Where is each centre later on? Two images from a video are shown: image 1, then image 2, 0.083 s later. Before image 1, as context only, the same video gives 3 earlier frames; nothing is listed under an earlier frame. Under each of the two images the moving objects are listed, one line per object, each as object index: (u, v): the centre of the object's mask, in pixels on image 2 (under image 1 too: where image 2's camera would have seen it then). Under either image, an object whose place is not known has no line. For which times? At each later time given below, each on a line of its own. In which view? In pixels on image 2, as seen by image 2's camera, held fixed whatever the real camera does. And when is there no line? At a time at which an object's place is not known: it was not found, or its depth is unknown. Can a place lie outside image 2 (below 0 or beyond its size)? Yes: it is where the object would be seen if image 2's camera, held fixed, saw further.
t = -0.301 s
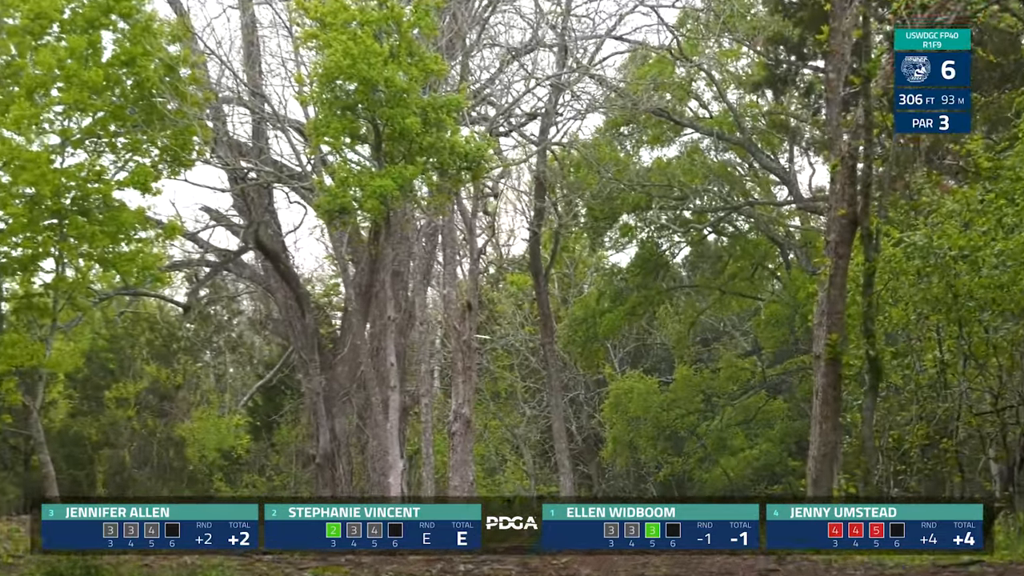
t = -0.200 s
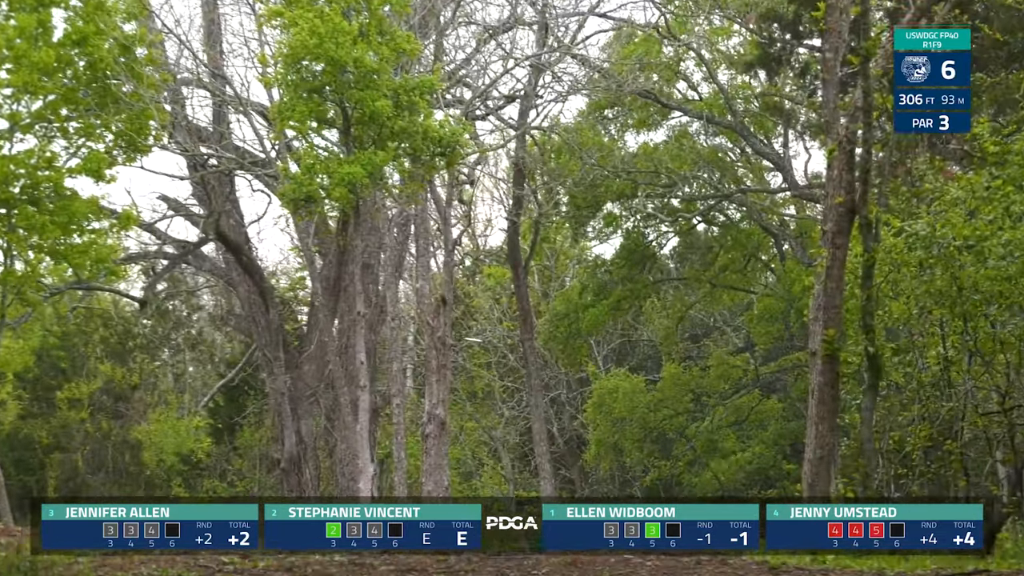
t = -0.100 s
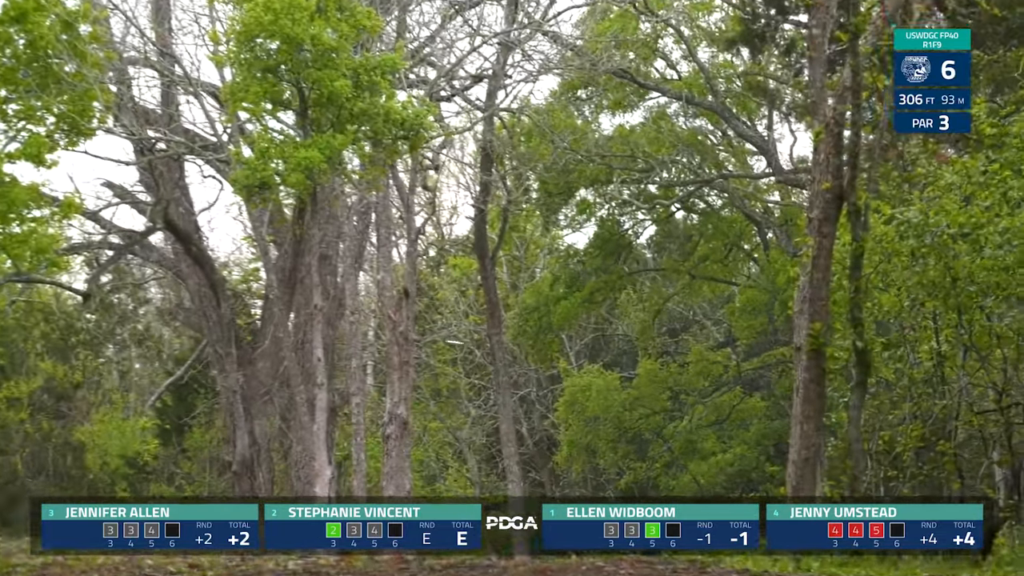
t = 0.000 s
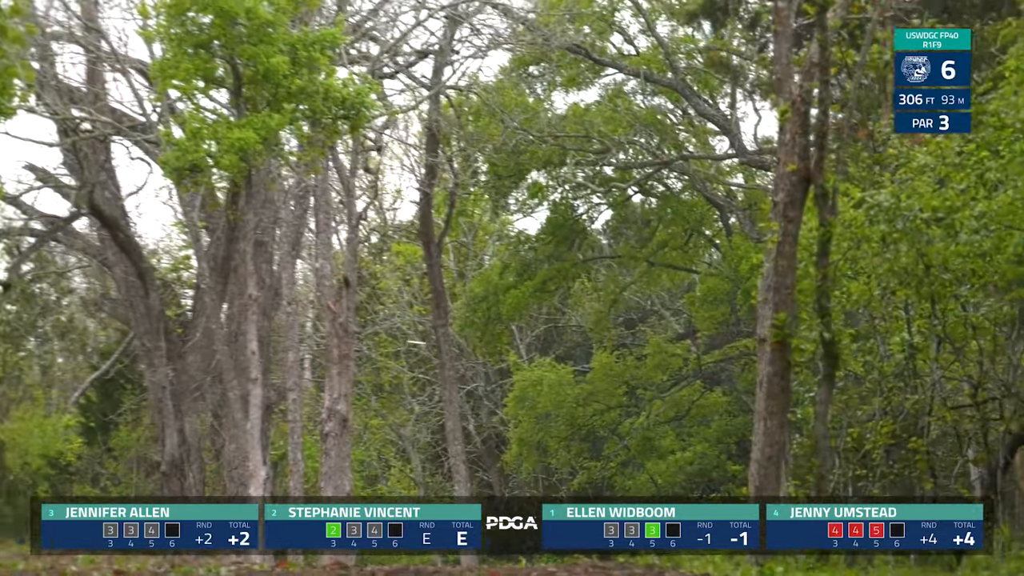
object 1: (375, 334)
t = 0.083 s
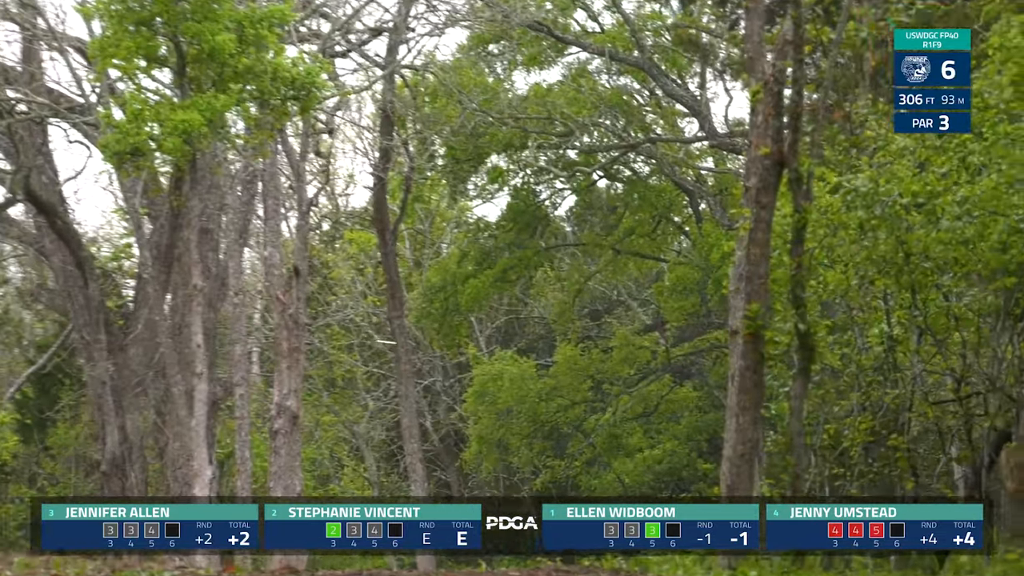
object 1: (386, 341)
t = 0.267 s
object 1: (416, 363)
